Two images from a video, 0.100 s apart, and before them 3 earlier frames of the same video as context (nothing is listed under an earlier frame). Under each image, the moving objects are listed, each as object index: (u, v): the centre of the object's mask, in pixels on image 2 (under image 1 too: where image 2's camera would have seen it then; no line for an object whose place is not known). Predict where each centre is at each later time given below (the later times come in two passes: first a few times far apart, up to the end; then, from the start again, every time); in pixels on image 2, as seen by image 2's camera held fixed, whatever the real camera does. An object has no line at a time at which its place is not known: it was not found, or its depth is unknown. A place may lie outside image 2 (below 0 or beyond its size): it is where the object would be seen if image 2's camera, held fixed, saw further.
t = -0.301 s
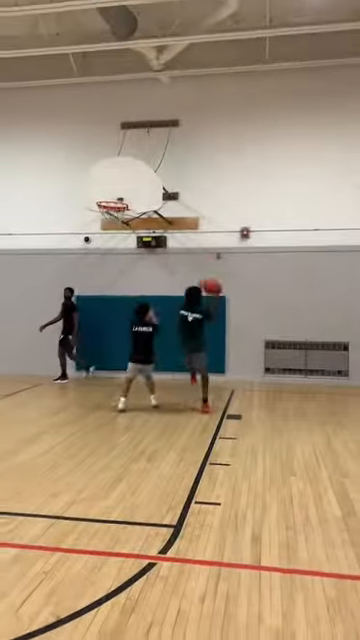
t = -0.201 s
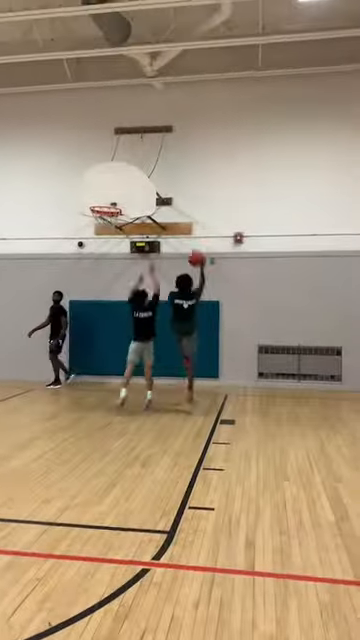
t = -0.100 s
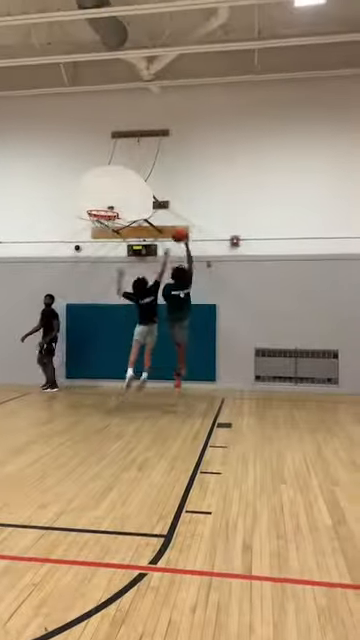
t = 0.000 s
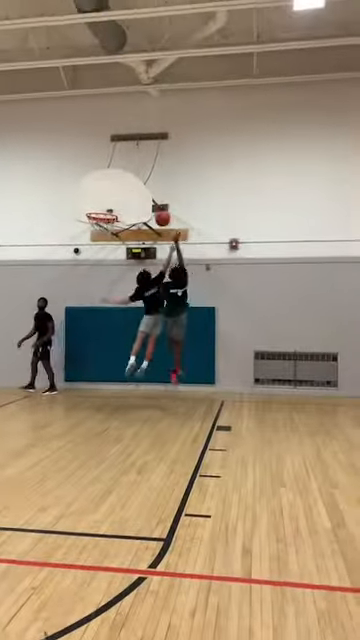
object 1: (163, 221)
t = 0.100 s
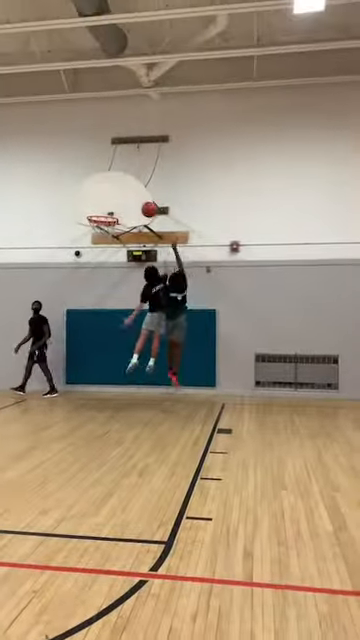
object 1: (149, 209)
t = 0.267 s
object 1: (127, 204)
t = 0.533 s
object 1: (95, 224)
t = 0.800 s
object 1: (99, 234)
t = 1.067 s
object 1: (112, 271)
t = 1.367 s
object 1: (125, 360)
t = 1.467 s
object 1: (131, 401)
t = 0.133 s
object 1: (144, 207)
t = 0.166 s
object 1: (139, 205)
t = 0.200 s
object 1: (135, 205)
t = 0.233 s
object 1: (130, 205)
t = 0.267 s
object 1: (127, 204)
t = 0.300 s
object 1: (123, 204)
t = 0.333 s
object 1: (119, 205)
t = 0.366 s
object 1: (115, 207)
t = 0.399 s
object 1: (112, 208)
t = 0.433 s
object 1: (108, 211)
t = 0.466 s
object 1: (104, 213)
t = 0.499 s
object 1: (100, 219)
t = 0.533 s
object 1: (95, 224)
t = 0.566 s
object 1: (93, 228)
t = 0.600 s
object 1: (92, 229)
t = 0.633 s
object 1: (91, 229)
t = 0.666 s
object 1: (92, 229)
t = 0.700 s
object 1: (94, 229)
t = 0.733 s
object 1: (96, 230)
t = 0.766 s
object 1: (97, 231)
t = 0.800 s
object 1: (99, 234)
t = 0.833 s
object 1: (100, 236)
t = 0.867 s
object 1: (102, 239)
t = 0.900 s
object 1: (104, 242)
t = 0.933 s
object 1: (106, 247)
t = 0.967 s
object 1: (108, 252)
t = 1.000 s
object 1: (109, 258)
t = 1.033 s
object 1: (110, 264)
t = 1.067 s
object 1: (112, 271)
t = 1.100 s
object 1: (114, 279)
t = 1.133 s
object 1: (115, 287)
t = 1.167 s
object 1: (117, 295)
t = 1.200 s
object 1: (119, 305)
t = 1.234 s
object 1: (120, 316)
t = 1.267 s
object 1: (121, 326)
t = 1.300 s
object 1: (123, 336)
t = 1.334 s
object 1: (124, 348)
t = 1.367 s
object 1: (125, 360)
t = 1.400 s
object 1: (127, 373)
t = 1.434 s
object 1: (129, 386)
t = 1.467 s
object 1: (131, 401)
